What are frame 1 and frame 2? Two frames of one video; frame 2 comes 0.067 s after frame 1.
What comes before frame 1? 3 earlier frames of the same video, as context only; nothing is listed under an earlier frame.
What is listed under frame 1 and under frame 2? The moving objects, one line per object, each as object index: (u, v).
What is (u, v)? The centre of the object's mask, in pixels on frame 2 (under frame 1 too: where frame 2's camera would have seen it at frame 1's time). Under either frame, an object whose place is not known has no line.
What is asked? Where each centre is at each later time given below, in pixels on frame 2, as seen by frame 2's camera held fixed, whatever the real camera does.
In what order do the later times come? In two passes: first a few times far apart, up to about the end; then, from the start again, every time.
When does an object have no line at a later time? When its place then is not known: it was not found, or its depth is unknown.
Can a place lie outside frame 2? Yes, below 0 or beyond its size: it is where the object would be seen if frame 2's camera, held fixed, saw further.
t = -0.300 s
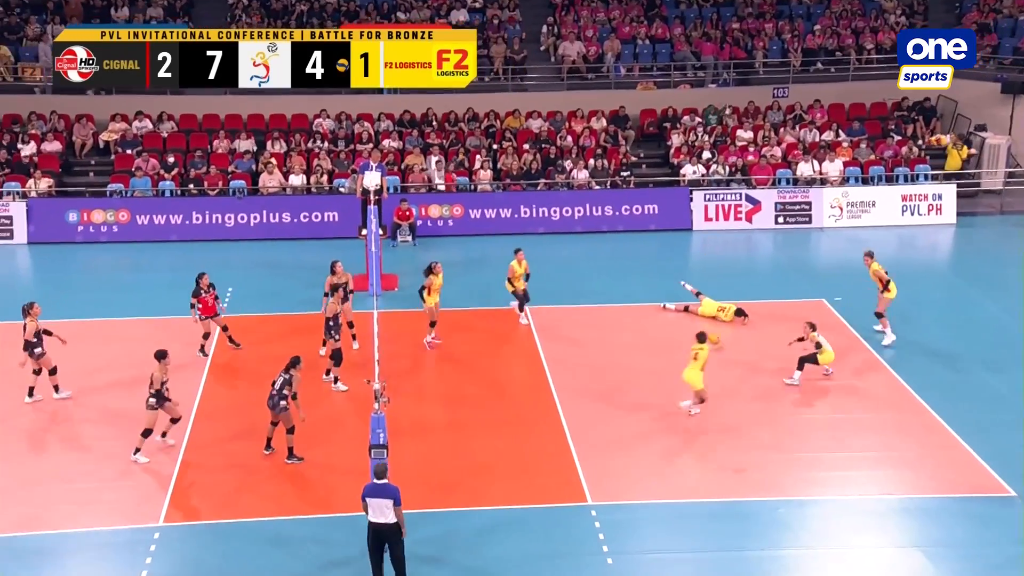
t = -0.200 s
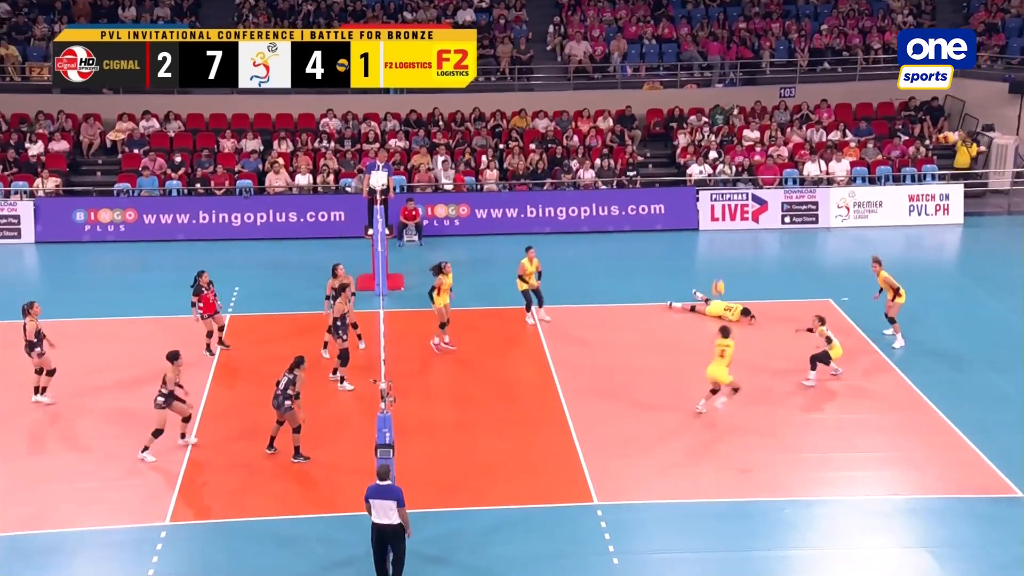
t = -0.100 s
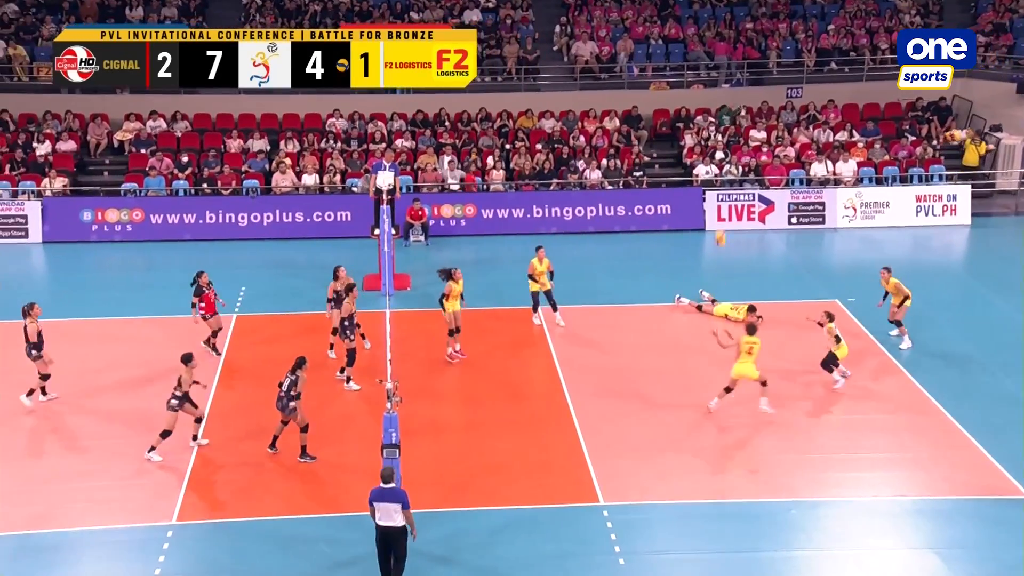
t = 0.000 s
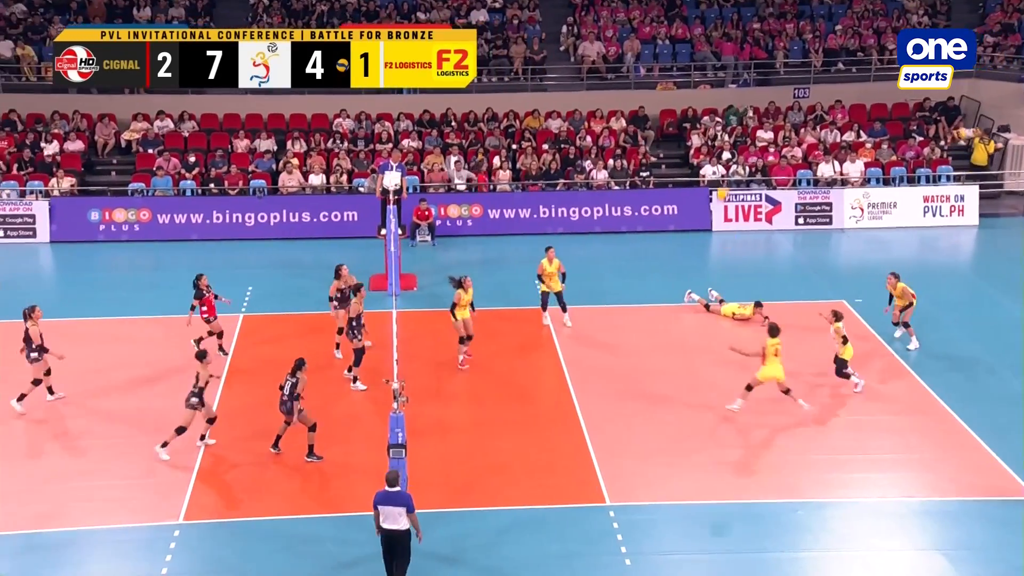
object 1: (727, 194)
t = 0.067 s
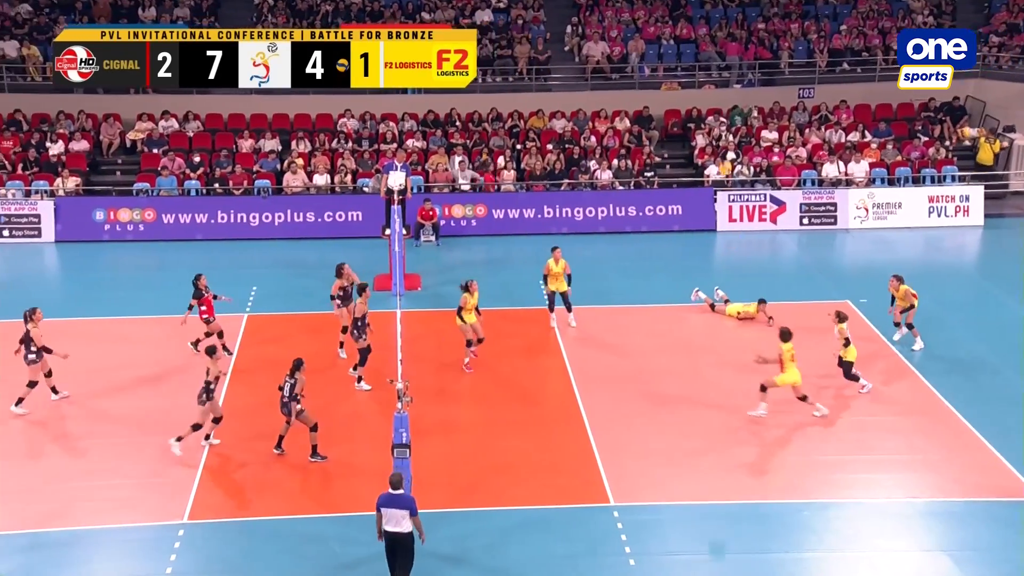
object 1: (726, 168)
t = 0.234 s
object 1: (719, 116)
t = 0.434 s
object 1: (711, 77)
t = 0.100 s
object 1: (725, 156)
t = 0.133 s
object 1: (722, 146)
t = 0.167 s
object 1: (722, 134)
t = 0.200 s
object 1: (721, 125)
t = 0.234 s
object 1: (719, 116)
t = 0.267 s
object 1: (718, 109)
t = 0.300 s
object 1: (717, 100)
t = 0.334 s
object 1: (716, 93)
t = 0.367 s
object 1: (714, 87)
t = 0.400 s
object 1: (713, 81)
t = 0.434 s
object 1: (711, 77)
